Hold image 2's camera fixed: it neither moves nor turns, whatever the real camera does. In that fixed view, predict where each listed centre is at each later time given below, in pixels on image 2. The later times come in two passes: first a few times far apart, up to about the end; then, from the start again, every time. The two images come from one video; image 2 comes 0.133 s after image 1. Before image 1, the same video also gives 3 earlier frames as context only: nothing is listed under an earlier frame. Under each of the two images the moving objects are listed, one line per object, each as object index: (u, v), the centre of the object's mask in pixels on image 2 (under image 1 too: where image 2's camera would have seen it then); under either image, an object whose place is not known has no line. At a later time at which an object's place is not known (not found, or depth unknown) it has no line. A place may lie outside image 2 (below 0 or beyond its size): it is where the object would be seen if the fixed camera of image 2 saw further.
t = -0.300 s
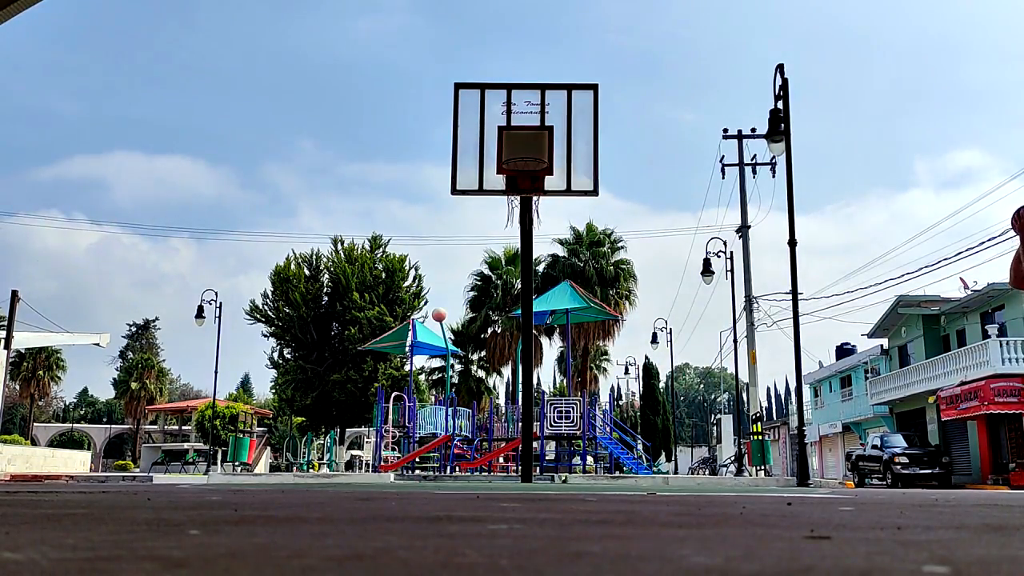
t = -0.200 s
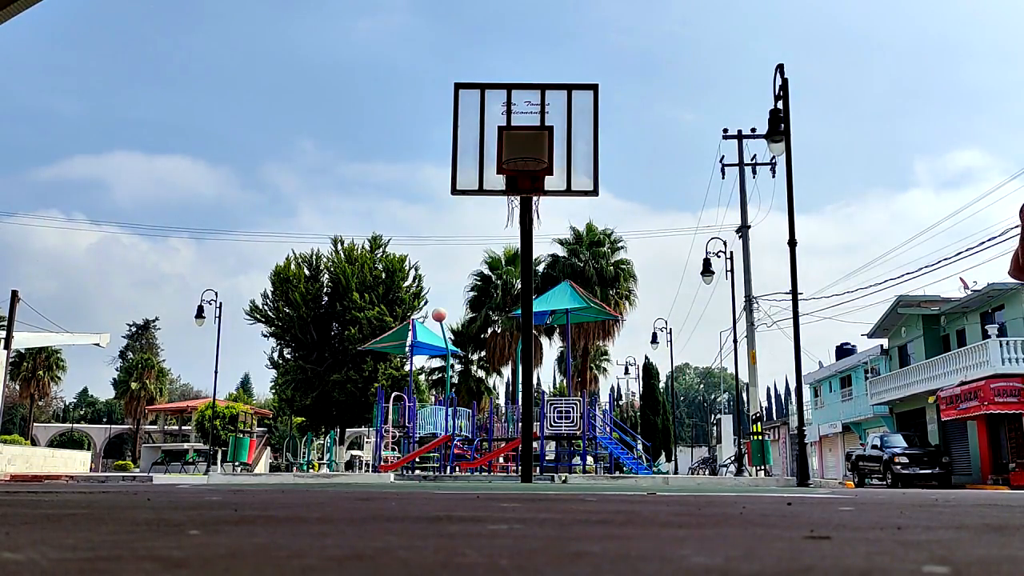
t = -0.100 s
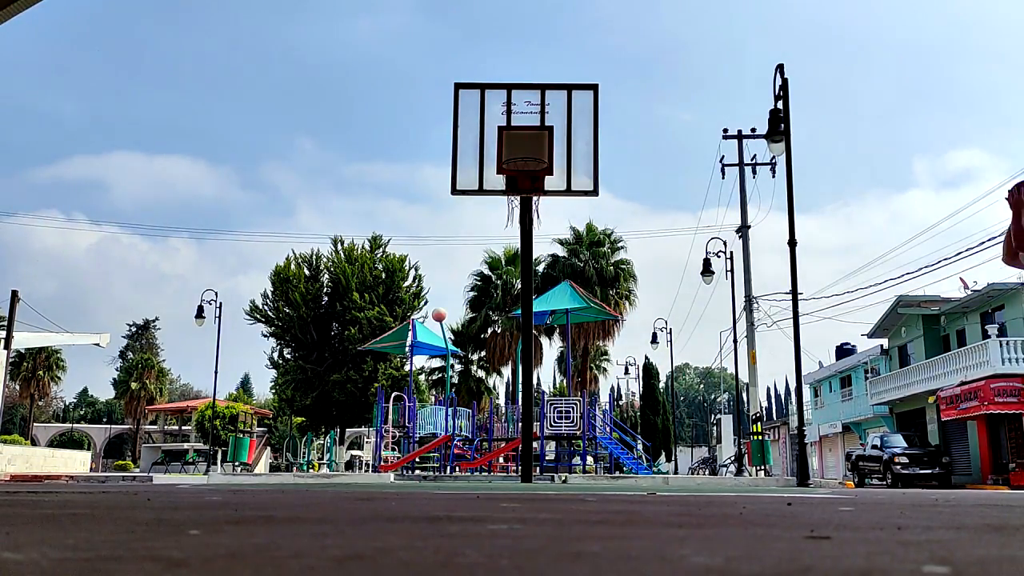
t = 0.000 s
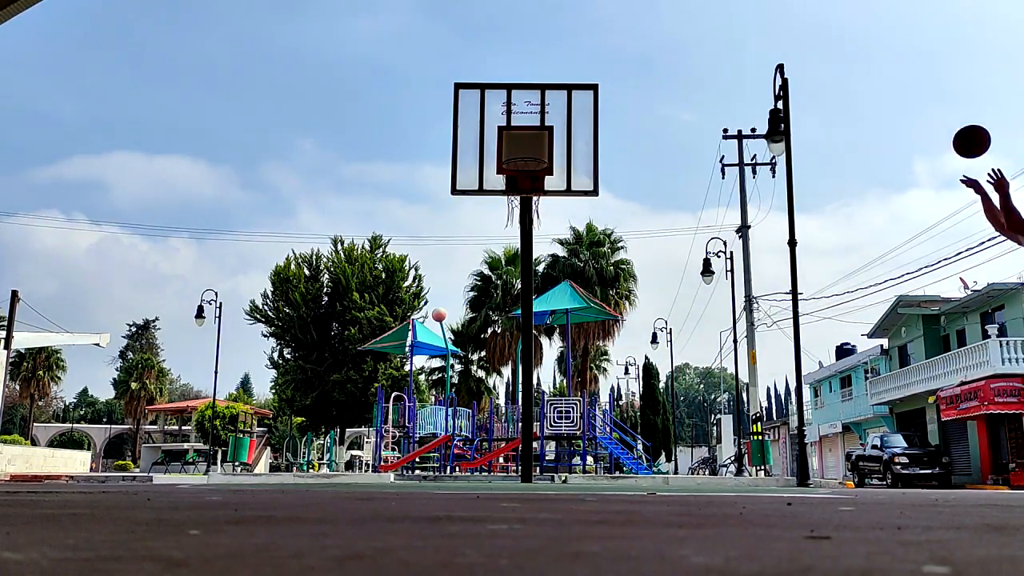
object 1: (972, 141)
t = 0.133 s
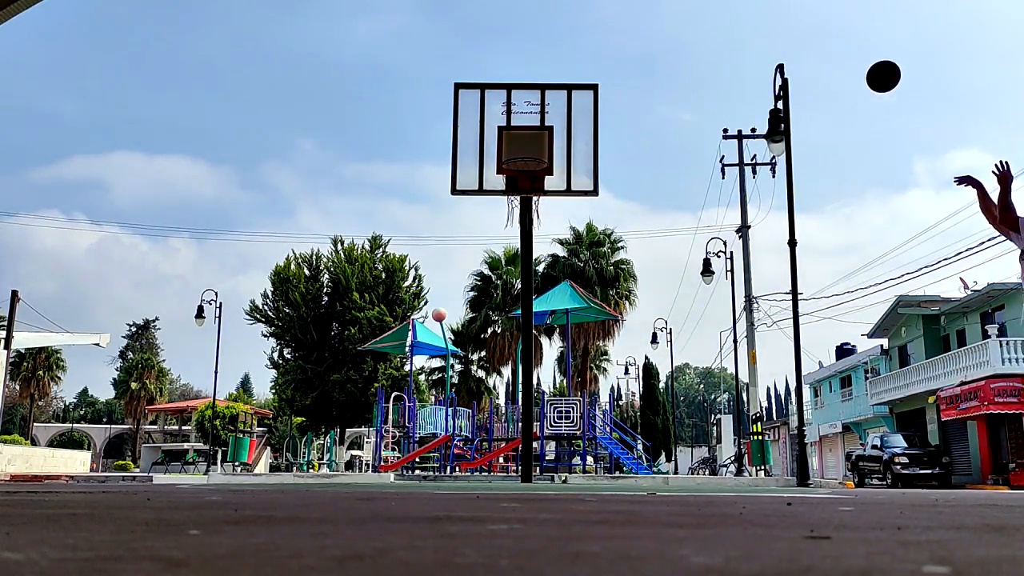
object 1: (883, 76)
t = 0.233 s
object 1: (825, 46)
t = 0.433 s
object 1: (724, 24)
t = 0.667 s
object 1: (626, 52)
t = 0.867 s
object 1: (552, 113)
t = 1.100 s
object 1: (538, 204)
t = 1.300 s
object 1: (558, 263)
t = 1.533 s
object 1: (585, 384)
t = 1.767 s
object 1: (614, 419)
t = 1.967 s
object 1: (639, 345)
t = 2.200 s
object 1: (669, 310)
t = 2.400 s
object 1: (696, 322)
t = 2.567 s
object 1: (720, 363)
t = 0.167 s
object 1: (863, 65)
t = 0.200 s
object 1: (844, 54)
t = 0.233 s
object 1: (825, 46)
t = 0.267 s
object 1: (807, 39)
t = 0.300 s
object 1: (790, 34)
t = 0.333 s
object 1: (773, 29)
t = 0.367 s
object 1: (756, 26)
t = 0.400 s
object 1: (740, 25)
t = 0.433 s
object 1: (724, 24)
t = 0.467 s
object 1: (709, 25)
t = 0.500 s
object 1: (695, 27)
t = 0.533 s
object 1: (680, 30)
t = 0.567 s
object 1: (666, 34)
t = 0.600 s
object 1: (653, 39)
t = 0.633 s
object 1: (639, 45)
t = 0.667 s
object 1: (626, 52)
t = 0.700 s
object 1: (613, 59)
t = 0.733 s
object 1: (601, 68)
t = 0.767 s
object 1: (588, 78)
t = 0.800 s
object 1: (576, 89)
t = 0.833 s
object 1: (564, 101)
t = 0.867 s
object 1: (552, 113)
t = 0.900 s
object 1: (541, 127)
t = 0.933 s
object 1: (529, 141)
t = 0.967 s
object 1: (518, 156)
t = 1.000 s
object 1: (513, 168)
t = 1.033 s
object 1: (518, 180)
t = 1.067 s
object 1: (535, 196)
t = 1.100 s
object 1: (538, 204)
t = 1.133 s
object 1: (539, 210)
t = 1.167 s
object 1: (543, 218)
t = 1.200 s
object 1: (546, 228)
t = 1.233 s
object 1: (550, 238)
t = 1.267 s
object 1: (554, 250)
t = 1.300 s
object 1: (558, 263)
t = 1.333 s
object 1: (562, 276)
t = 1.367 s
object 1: (565, 291)
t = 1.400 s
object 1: (569, 307)
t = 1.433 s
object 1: (574, 324)
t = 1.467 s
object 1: (578, 343)
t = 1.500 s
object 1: (582, 362)
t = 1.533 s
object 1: (585, 384)
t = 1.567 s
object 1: (589, 406)
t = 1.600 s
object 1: (593, 429)
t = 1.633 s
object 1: (597, 455)
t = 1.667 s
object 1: (601, 471)
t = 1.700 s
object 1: (606, 452)
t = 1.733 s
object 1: (610, 435)
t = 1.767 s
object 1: (614, 419)
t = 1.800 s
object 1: (617, 404)
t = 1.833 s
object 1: (622, 390)
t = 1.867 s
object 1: (626, 377)
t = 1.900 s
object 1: (630, 366)
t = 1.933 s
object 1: (635, 355)
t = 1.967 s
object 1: (639, 345)
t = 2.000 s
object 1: (643, 337)
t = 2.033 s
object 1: (647, 330)
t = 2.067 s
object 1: (652, 324)
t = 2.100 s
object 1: (656, 319)
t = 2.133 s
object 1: (660, 315)
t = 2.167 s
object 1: (665, 312)
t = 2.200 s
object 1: (669, 310)
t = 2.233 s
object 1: (674, 309)
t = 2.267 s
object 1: (678, 309)
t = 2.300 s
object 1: (683, 311)
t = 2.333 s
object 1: (687, 313)
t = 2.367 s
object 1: (692, 317)
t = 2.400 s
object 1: (696, 322)
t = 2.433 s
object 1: (701, 328)
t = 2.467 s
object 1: (706, 335)
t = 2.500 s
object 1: (711, 343)
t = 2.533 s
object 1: (716, 352)
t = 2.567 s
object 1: (720, 363)
